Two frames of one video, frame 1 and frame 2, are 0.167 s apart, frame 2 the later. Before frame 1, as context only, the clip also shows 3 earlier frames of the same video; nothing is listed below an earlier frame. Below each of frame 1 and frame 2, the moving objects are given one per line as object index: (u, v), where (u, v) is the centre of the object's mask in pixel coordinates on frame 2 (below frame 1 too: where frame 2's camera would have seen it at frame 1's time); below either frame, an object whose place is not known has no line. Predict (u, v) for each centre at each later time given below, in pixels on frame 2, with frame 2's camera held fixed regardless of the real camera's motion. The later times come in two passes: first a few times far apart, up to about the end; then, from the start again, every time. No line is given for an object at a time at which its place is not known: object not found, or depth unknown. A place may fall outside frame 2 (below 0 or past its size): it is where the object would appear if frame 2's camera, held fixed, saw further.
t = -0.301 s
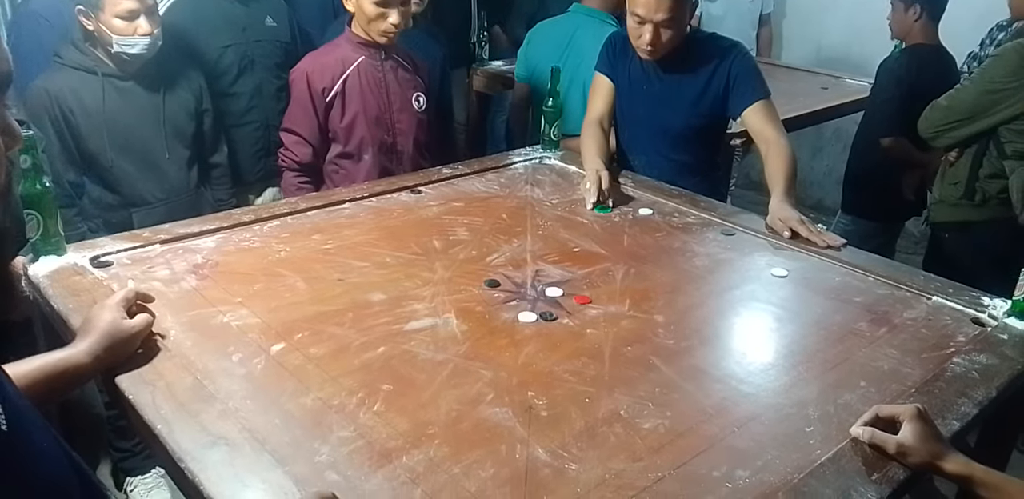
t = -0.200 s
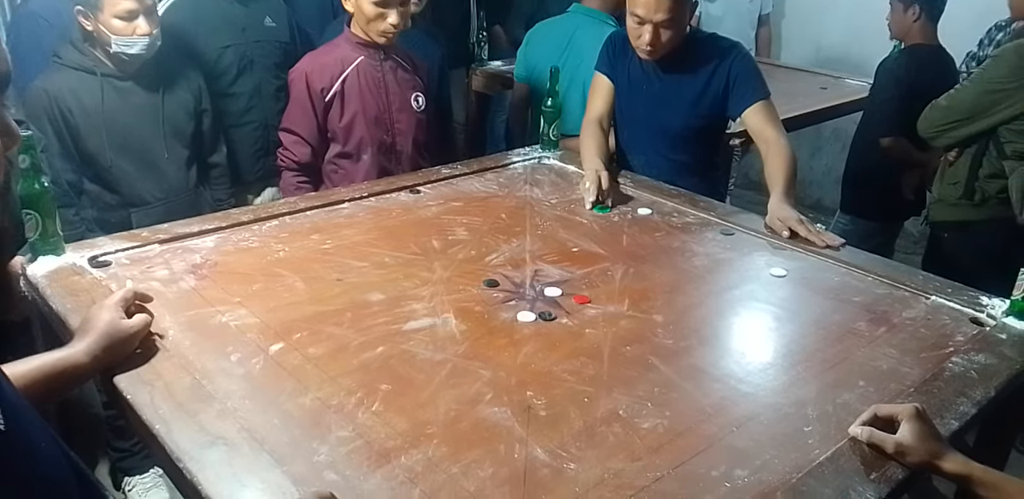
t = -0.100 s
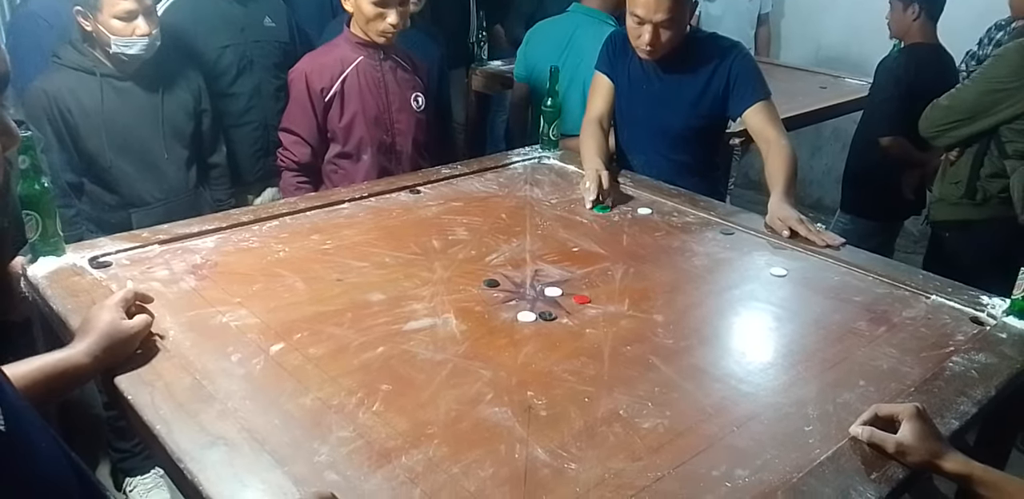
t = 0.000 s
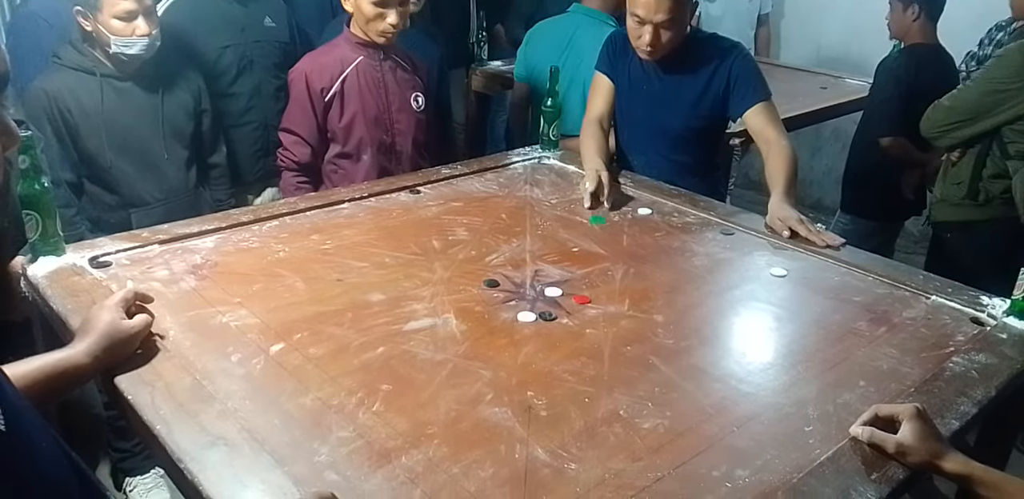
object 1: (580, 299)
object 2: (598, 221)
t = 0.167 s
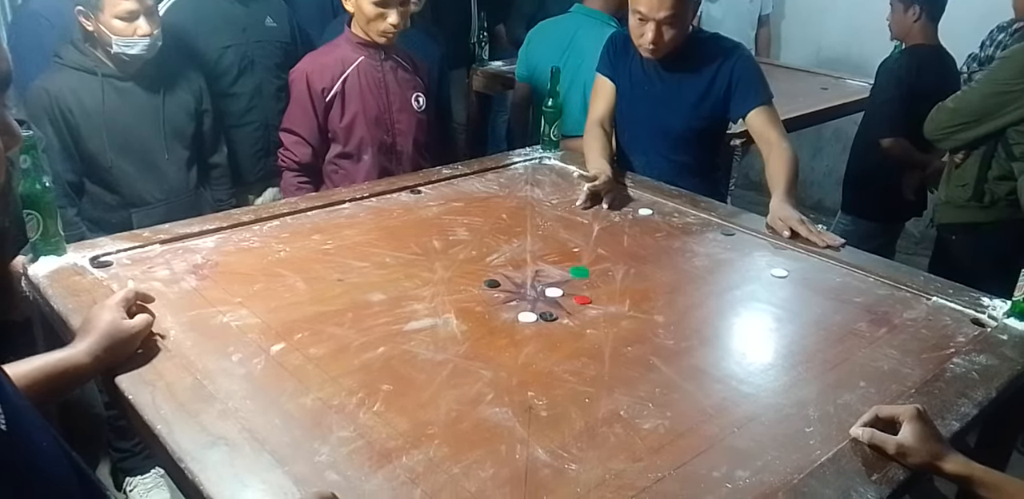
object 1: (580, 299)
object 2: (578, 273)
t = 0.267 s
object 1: (590, 309)
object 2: (568, 297)
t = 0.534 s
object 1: (667, 394)
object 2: (555, 309)
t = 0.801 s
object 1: (723, 456)
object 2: (555, 309)
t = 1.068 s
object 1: (744, 478)
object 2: (556, 309)
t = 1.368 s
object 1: (743, 478)
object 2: (556, 309)
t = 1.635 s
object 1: (743, 478)
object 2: (556, 309)
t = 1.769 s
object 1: (743, 478)
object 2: (556, 309)
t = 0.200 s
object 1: (580, 299)
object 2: (575, 283)
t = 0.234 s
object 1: (583, 301)
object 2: (571, 292)
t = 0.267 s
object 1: (590, 309)
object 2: (568, 297)
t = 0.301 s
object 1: (603, 323)
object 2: (564, 300)
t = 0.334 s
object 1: (612, 332)
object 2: (561, 303)
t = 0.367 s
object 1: (624, 343)
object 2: (560, 305)
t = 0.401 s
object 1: (632, 355)
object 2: (557, 307)
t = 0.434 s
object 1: (642, 363)
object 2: (556, 308)
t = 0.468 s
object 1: (651, 374)
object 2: (555, 309)
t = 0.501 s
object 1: (659, 385)
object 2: (555, 309)
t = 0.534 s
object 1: (667, 394)
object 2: (555, 309)
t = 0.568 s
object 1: (675, 404)
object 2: (555, 309)
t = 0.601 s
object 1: (685, 414)
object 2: (555, 309)
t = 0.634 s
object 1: (691, 421)
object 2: (555, 309)
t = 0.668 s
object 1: (700, 431)
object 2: (555, 309)
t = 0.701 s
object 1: (706, 437)
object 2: (555, 309)
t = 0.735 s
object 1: (712, 444)
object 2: (555, 309)
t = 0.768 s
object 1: (719, 452)
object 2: (555, 309)
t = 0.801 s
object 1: (723, 456)
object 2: (555, 309)
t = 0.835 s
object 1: (730, 462)
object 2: (555, 309)
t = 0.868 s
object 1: (735, 468)
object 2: (555, 309)
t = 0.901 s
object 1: (737, 471)
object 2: (555, 309)
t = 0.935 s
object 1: (740, 474)
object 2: (555, 309)
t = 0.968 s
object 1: (743, 476)
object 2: (556, 309)
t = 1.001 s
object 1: (744, 477)
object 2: (556, 309)
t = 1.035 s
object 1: (744, 478)
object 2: (556, 309)
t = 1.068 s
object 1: (744, 478)
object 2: (556, 309)
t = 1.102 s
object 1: (743, 478)
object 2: (556, 309)
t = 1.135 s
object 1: (743, 477)
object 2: (556, 309)
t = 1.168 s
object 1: (743, 477)
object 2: (556, 309)
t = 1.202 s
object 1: (743, 477)
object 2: (556, 309)
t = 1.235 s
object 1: (743, 478)
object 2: (556, 309)
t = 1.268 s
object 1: (744, 478)
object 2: (556, 309)
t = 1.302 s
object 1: (743, 478)
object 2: (556, 309)
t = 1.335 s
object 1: (743, 478)
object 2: (556, 309)
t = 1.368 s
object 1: (743, 478)
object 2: (556, 309)
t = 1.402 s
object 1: (743, 478)
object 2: (556, 309)
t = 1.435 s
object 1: (743, 477)
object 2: (555, 309)
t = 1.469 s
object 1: (743, 478)
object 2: (555, 309)
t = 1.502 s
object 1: (743, 477)
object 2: (556, 309)
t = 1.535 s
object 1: (743, 477)
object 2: (556, 309)
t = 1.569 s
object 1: (743, 477)
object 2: (556, 309)
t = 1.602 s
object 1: (743, 477)
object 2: (556, 309)
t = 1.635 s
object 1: (743, 478)
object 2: (556, 309)
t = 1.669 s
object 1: (744, 477)
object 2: (556, 309)
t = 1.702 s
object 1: (743, 477)
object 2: (556, 309)
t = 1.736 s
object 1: (743, 478)
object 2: (556, 309)
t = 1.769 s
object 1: (743, 478)
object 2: (556, 309)
